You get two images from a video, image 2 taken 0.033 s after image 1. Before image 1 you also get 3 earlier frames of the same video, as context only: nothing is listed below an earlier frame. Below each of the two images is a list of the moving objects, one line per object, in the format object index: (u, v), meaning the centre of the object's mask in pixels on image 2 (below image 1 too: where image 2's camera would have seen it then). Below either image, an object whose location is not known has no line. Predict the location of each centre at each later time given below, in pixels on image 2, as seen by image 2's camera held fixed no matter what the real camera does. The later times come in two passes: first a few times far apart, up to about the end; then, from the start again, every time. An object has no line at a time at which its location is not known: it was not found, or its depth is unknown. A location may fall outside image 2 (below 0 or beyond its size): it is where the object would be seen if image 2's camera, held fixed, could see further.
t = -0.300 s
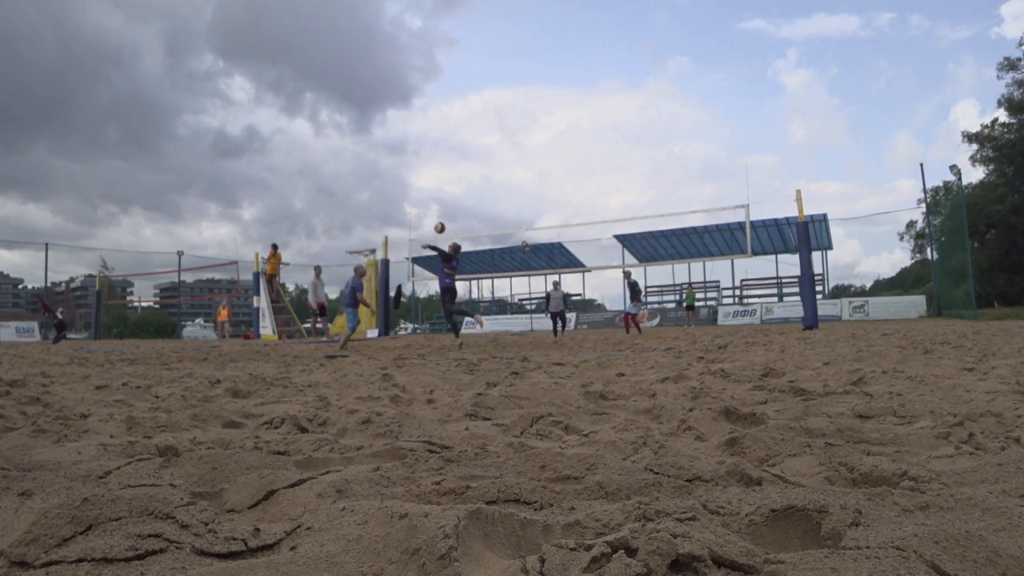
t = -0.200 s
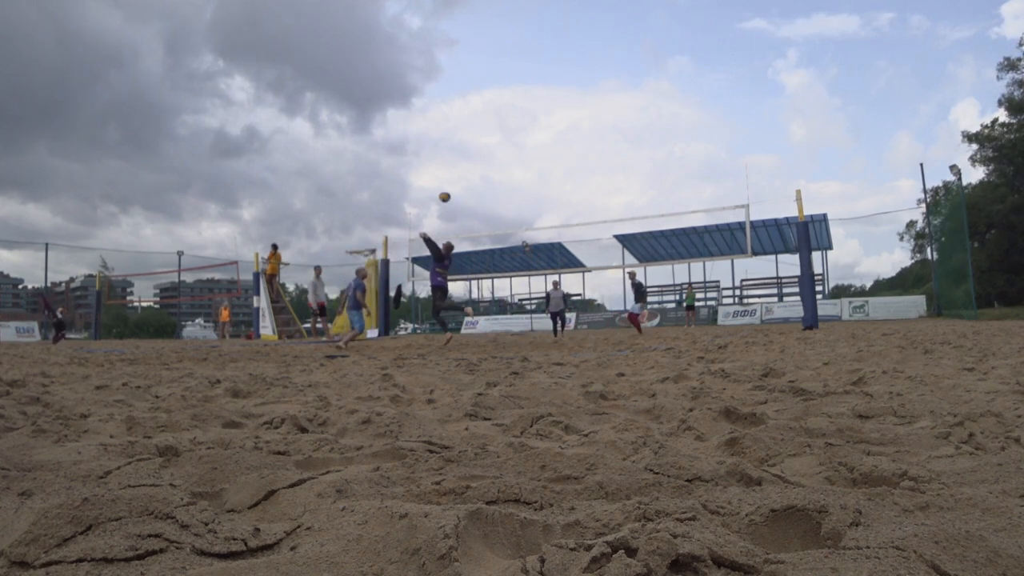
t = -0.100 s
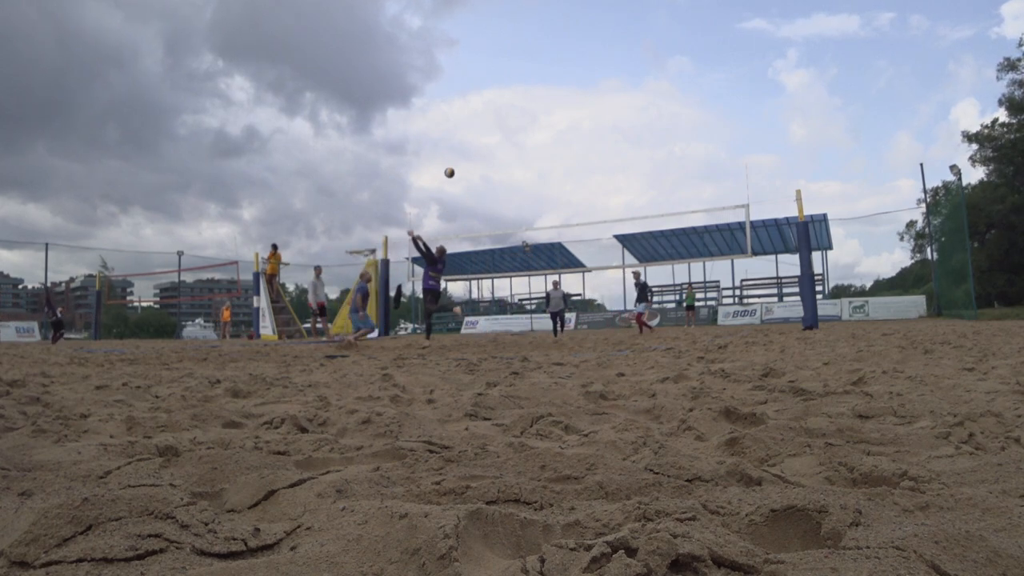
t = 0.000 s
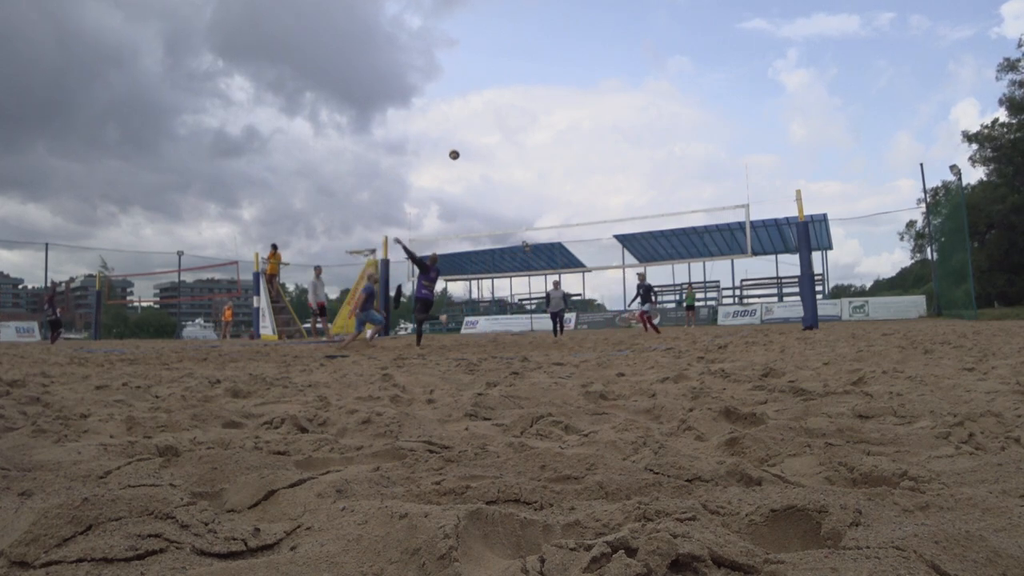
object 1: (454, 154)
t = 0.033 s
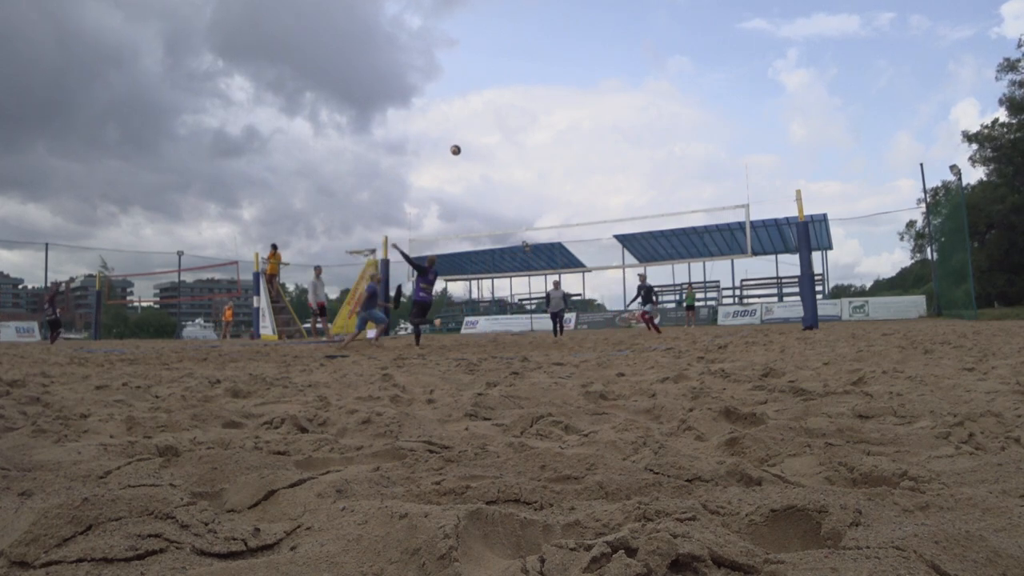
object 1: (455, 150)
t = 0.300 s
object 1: (467, 132)
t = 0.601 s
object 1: (480, 151)
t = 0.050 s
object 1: (456, 148)
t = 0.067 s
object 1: (457, 146)
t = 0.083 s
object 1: (457, 144)
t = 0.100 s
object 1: (458, 142)
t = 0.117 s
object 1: (459, 141)
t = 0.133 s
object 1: (460, 139)
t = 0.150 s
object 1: (460, 138)
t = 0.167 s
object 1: (461, 137)
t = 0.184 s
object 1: (462, 136)
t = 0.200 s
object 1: (463, 135)
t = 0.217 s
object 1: (463, 134)
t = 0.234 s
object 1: (464, 133)
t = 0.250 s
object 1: (465, 133)
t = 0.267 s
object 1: (465, 133)
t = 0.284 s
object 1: (466, 132)
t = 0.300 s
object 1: (467, 132)
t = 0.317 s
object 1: (468, 132)
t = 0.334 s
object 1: (469, 133)
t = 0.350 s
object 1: (469, 133)
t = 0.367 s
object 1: (470, 133)
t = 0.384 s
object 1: (471, 134)
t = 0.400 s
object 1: (471, 134)
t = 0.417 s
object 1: (472, 135)
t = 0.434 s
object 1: (473, 136)
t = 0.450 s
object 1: (474, 137)
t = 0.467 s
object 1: (474, 138)
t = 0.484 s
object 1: (475, 139)
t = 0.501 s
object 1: (476, 141)
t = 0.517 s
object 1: (476, 142)
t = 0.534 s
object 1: (477, 144)
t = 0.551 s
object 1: (478, 145)
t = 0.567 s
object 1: (478, 147)
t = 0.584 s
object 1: (479, 149)
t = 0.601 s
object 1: (480, 151)
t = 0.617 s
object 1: (481, 153)
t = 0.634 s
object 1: (481, 155)
